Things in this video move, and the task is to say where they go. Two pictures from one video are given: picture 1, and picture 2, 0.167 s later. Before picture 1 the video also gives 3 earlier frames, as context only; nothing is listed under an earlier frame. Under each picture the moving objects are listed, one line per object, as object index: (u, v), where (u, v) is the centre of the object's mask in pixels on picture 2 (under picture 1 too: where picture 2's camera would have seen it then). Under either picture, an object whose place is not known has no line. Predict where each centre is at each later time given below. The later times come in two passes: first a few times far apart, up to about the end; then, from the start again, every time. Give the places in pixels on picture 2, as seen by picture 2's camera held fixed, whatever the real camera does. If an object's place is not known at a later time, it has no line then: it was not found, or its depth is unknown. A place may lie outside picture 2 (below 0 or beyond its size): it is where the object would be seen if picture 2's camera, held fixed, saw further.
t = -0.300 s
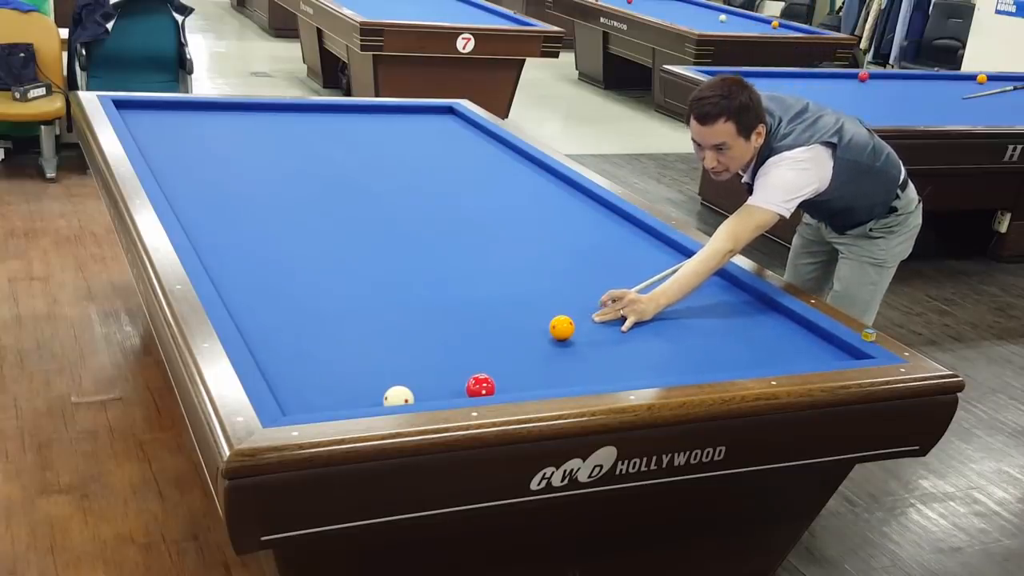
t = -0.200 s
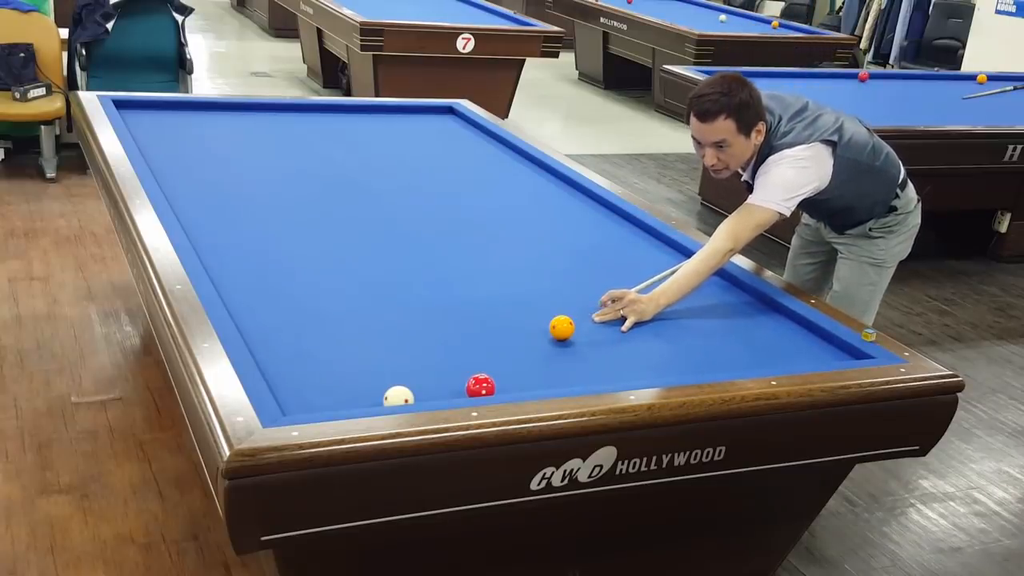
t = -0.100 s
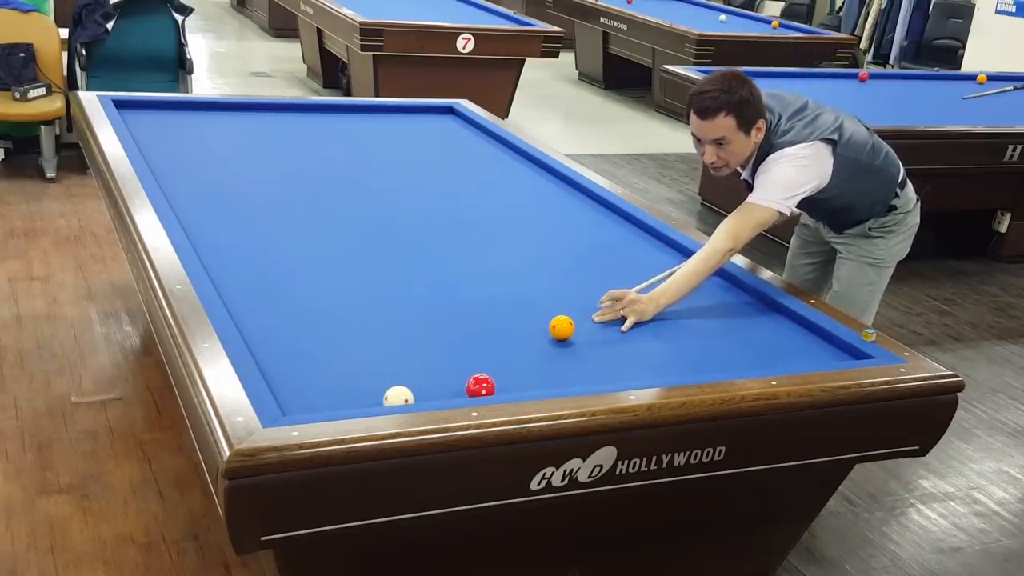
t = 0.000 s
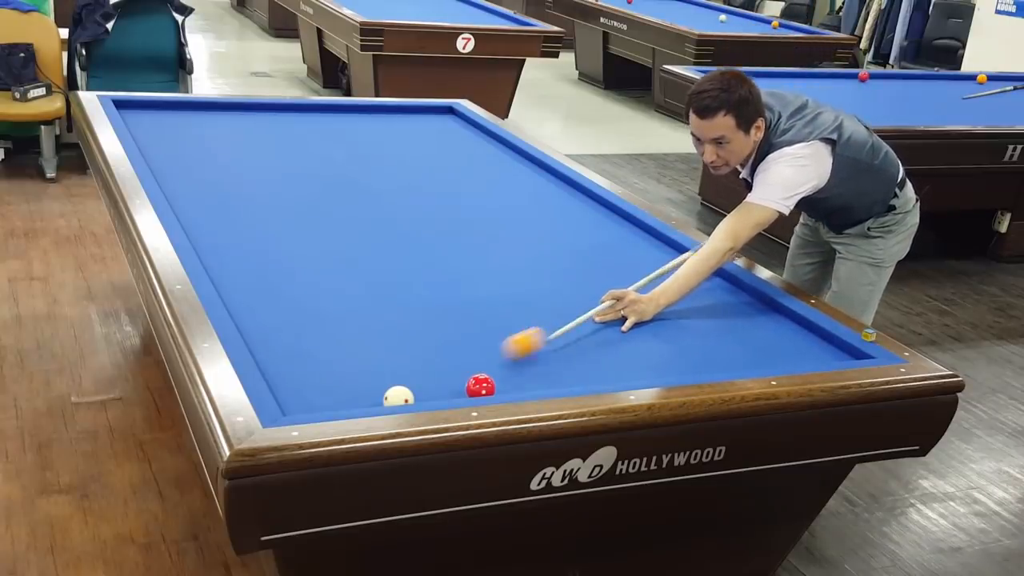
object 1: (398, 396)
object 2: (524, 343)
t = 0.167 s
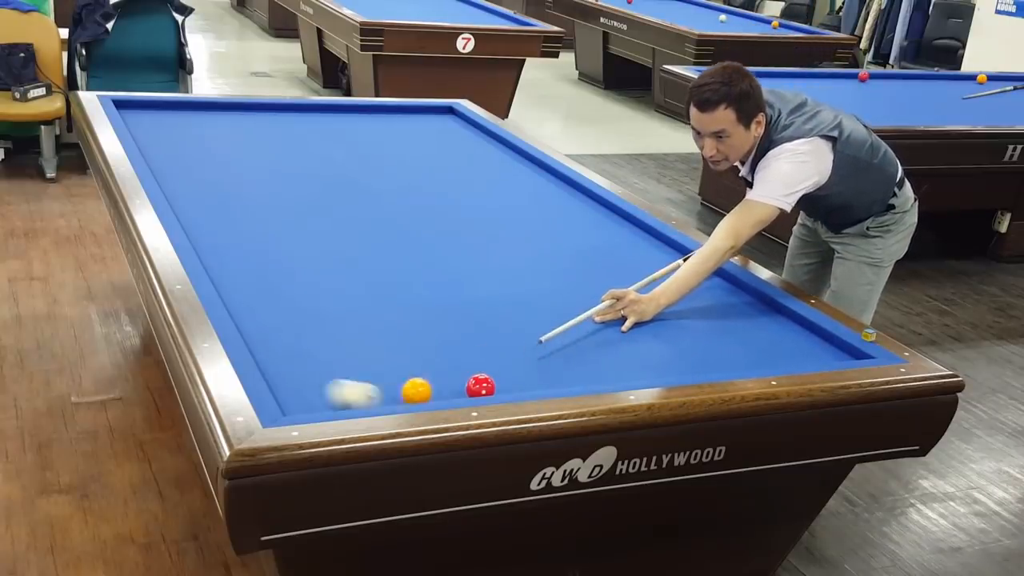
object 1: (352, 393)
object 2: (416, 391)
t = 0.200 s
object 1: (321, 389)
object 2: (415, 391)
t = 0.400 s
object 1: (341, 344)
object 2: (382, 396)
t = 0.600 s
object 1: (398, 308)
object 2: (327, 400)
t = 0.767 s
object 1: (437, 284)
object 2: (301, 404)
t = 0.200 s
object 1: (321, 389)
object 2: (415, 391)
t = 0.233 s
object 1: (291, 384)
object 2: (412, 393)
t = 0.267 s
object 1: (286, 376)
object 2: (408, 394)
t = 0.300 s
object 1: (302, 367)
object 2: (403, 395)
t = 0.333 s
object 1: (316, 359)
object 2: (396, 396)
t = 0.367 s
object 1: (329, 351)
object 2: (390, 396)
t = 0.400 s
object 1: (341, 344)
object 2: (382, 396)
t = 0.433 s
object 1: (352, 337)
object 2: (374, 396)
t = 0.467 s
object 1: (362, 331)
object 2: (365, 397)
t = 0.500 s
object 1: (371, 325)
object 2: (355, 397)
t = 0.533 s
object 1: (380, 319)
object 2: (346, 398)
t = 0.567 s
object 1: (389, 314)
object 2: (337, 399)
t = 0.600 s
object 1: (398, 308)
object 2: (327, 400)
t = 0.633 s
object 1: (406, 303)
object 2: (318, 401)
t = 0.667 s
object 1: (414, 298)
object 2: (308, 402)
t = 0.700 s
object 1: (422, 293)
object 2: (299, 403)
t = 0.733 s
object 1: (429, 288)
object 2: (294, 404)
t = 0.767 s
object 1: (437, 284)
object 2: (301, 404)
